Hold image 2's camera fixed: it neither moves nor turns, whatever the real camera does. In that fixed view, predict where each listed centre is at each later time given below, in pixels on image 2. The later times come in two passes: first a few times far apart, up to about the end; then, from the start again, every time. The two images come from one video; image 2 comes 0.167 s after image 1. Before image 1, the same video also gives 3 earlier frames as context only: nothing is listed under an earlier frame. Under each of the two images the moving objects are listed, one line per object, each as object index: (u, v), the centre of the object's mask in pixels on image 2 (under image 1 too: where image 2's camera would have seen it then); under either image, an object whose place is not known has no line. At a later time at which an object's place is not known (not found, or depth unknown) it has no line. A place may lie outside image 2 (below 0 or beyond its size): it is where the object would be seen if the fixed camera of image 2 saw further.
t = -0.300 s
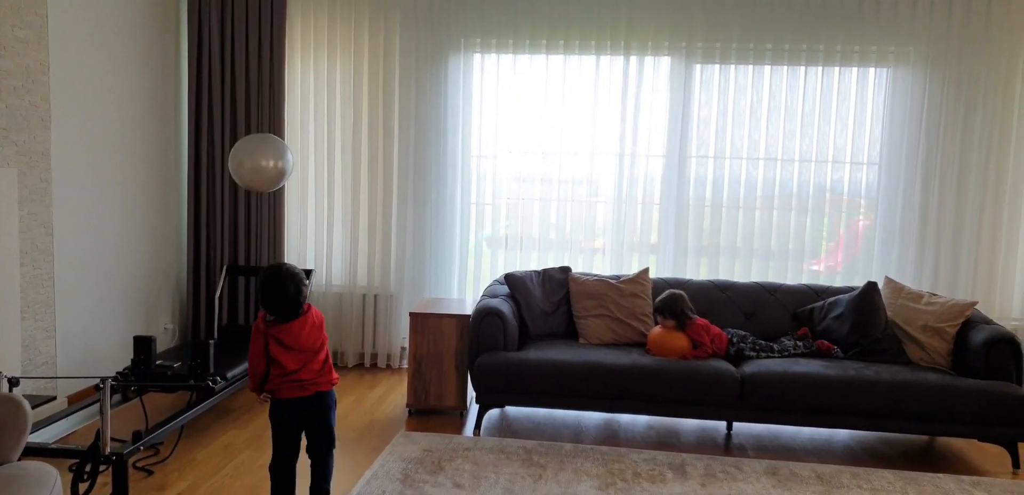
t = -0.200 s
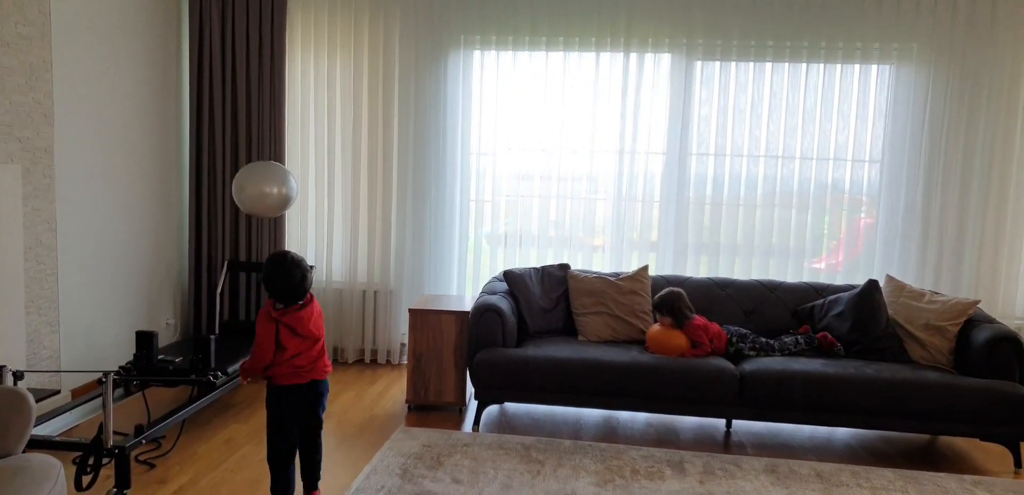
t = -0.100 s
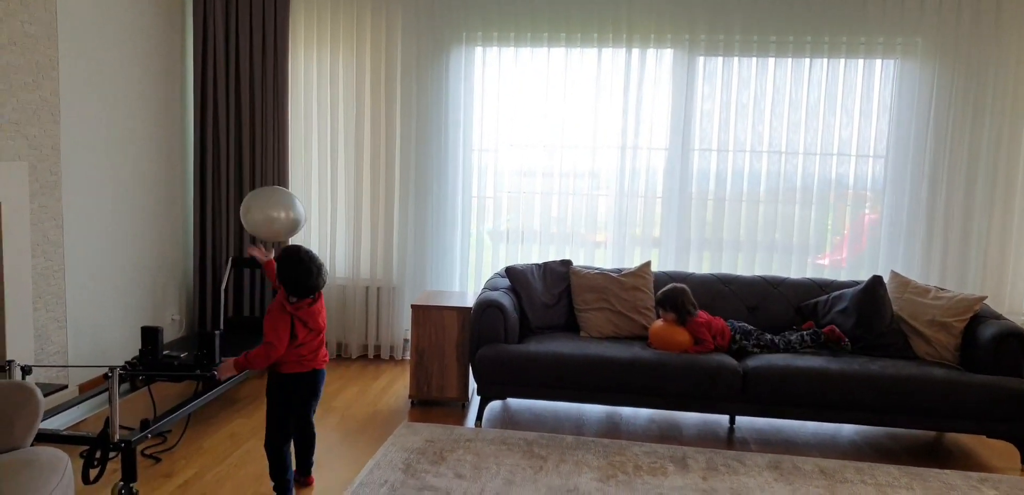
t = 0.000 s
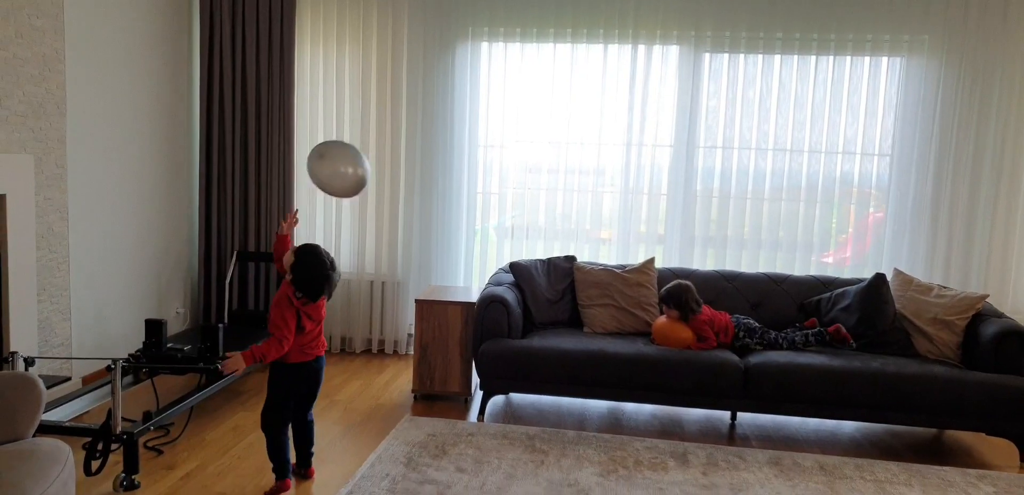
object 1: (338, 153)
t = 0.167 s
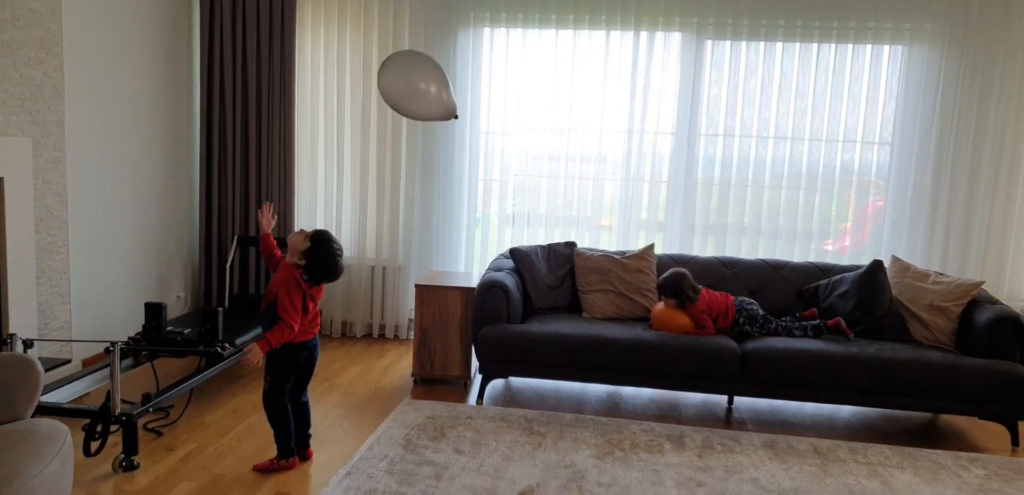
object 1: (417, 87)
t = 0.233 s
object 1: (433, 77)
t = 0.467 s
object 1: (494, 65)
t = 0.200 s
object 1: (425, 81)
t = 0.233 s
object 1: (433, 77)
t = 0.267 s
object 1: (442, 74)
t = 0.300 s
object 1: (450, 71)
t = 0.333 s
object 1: (458, 69)
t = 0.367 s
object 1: (467, 67)
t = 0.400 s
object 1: (476, 66)
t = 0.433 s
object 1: (484, 65)
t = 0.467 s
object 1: (494, 65)
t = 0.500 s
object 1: (503, 66)
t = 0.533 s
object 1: (513, 67)
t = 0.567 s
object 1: (522, 68)
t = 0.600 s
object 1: (531, 70)
